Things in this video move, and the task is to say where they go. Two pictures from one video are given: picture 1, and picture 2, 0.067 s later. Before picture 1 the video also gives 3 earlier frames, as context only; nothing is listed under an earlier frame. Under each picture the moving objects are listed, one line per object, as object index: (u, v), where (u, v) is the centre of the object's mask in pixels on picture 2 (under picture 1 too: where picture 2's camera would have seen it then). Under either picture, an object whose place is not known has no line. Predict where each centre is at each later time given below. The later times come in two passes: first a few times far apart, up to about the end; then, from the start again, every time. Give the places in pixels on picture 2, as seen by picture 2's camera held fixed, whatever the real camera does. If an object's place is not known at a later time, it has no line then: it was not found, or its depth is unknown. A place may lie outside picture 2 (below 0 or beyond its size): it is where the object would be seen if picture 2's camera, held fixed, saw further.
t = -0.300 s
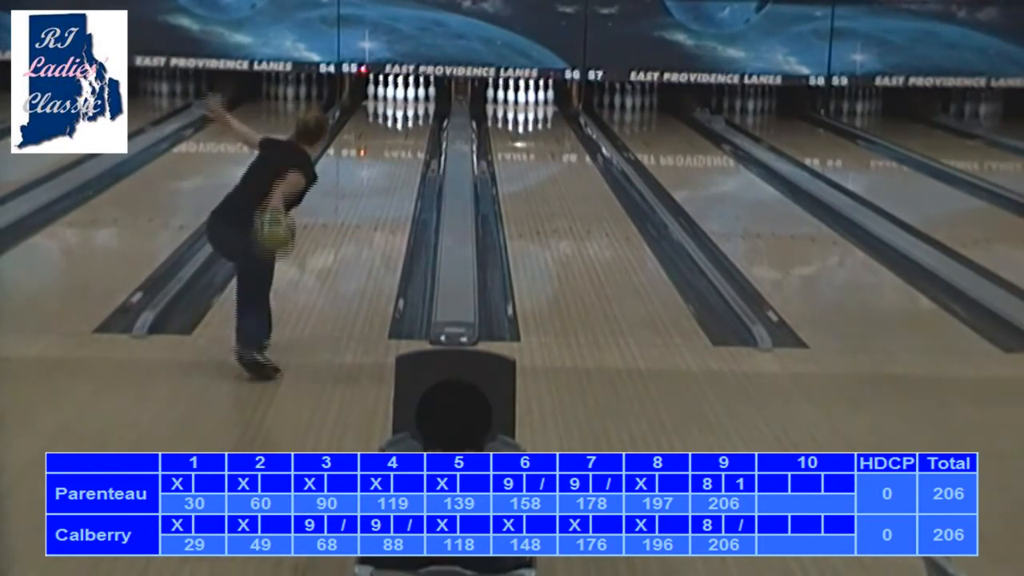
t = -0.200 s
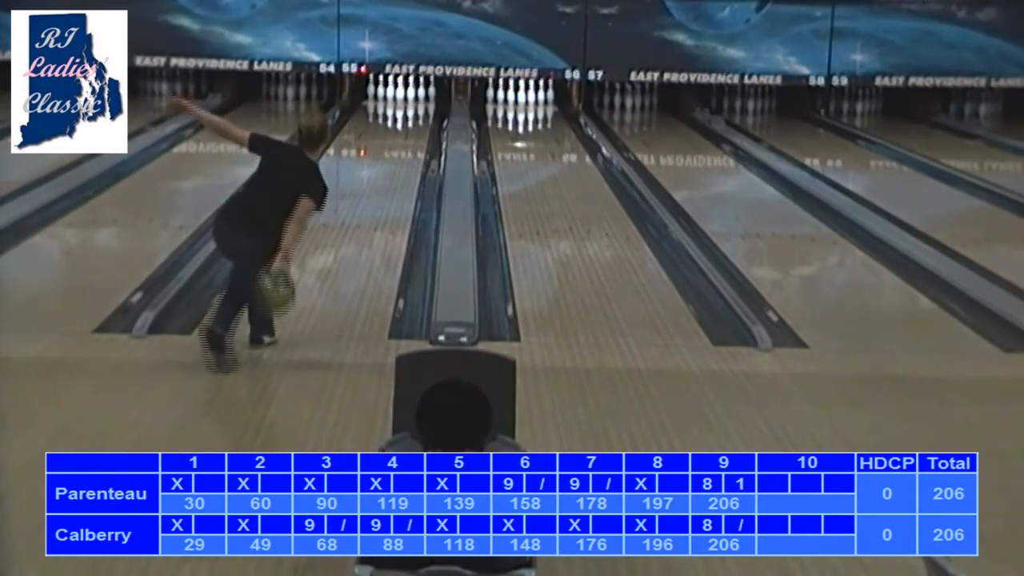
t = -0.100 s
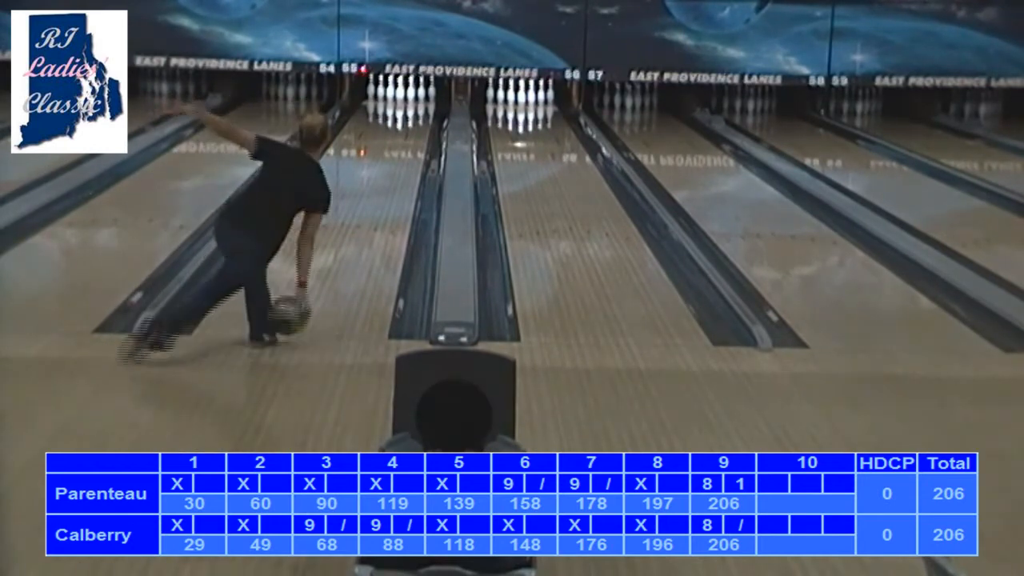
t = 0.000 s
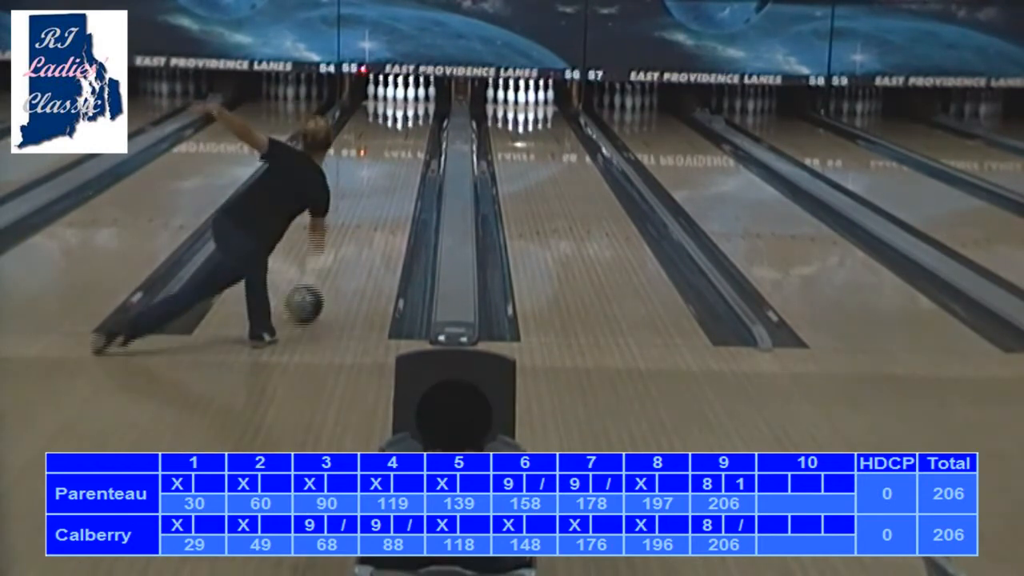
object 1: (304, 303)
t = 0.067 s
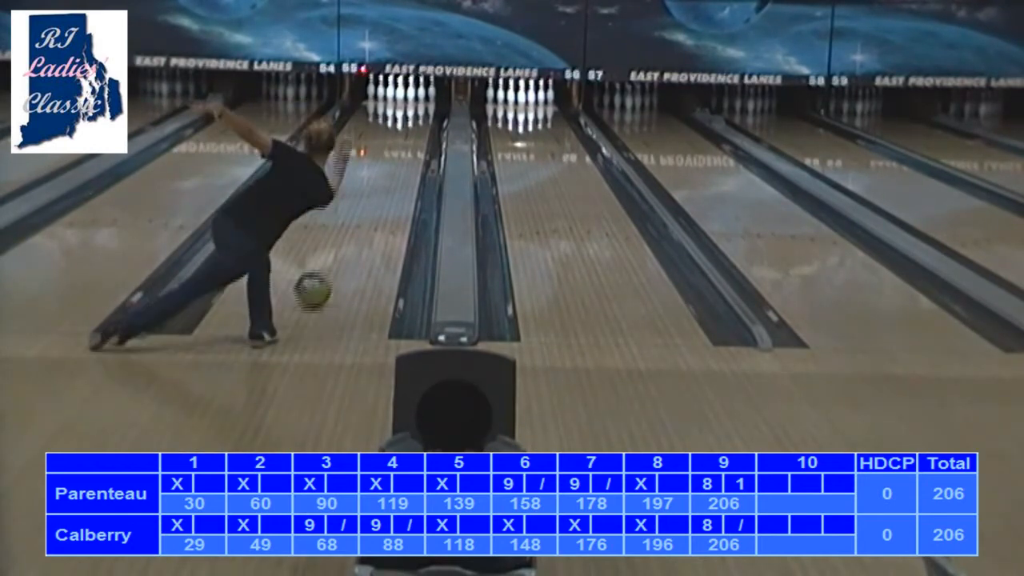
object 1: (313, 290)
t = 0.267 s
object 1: (335, 255)
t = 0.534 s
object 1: (357, 217)
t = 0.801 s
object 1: (374, 189)
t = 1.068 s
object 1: (387, 166)
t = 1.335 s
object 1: (397, 149)
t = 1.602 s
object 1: (404, 134)
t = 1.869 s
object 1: (410, 121)
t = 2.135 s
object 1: (411, 112)
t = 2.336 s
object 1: (410, 106)
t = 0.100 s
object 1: (317, 284)
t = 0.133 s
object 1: (321, 276)
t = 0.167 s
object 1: (324, 270)
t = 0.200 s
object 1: (328, 265)
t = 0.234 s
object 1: (332, 260)
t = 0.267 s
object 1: (335, 255)
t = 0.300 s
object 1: (338, 249)
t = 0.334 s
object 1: (342, 245)
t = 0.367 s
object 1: (344, 240)
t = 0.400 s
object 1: (347, 234)
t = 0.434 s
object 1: (350, 230)
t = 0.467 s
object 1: (352, 226)
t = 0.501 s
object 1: (355, 222)
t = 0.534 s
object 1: (357, 217)
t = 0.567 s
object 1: (360, 214)
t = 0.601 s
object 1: (362, 209)
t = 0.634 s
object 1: (364, 206)
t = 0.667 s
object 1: (366, 202)
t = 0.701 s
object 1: (369, 199)
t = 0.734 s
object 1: (370, 196)
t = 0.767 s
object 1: (372, 192)
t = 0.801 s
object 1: (374, 189)
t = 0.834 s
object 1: (377, 186)
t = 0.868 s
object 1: (378, 183)
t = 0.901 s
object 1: (379, 181)
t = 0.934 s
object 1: (381, 178)
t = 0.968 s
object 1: (382, 174)
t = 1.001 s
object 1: (384, 172)
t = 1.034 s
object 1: (386, 169)
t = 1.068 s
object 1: (387, 166)
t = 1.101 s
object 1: (388, 164)
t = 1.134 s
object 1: (390, 162)
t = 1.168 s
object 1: (391, 160)
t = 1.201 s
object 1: (392, 158)
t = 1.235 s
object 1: (394, 156)
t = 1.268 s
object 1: (395, 153)
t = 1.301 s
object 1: (396, 151)
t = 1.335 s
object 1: (397, 149)
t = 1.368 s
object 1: (398, 146)
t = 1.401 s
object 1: (398, 145)
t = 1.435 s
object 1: (400, 144)
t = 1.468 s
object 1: (401, 142)
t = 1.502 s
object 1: (402, 139)
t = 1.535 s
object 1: (403, 137)
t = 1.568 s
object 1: (404, 135)
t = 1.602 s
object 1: (404, 134)
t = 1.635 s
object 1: (404, 133)
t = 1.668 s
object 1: (406, 131)
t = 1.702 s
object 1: (407, 129)
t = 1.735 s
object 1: (408, 128)
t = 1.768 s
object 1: (409, 125)
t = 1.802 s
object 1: (410, 122)
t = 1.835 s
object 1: (410, 122)
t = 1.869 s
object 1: (410, 121)
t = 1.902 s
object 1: (410, 120)
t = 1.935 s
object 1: (410, 119)
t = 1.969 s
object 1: (411, 117)
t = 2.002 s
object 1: (410, 117)
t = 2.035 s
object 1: (411, 114)
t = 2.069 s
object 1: (411, 114)
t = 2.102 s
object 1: (411, 112)
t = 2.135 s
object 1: (411, 112)
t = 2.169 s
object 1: (411, 112)
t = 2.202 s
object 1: (411, 111)
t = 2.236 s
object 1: (411, 110)
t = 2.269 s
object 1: (411, 109)
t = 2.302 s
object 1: (411, 107)
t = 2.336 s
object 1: (410, 106)
